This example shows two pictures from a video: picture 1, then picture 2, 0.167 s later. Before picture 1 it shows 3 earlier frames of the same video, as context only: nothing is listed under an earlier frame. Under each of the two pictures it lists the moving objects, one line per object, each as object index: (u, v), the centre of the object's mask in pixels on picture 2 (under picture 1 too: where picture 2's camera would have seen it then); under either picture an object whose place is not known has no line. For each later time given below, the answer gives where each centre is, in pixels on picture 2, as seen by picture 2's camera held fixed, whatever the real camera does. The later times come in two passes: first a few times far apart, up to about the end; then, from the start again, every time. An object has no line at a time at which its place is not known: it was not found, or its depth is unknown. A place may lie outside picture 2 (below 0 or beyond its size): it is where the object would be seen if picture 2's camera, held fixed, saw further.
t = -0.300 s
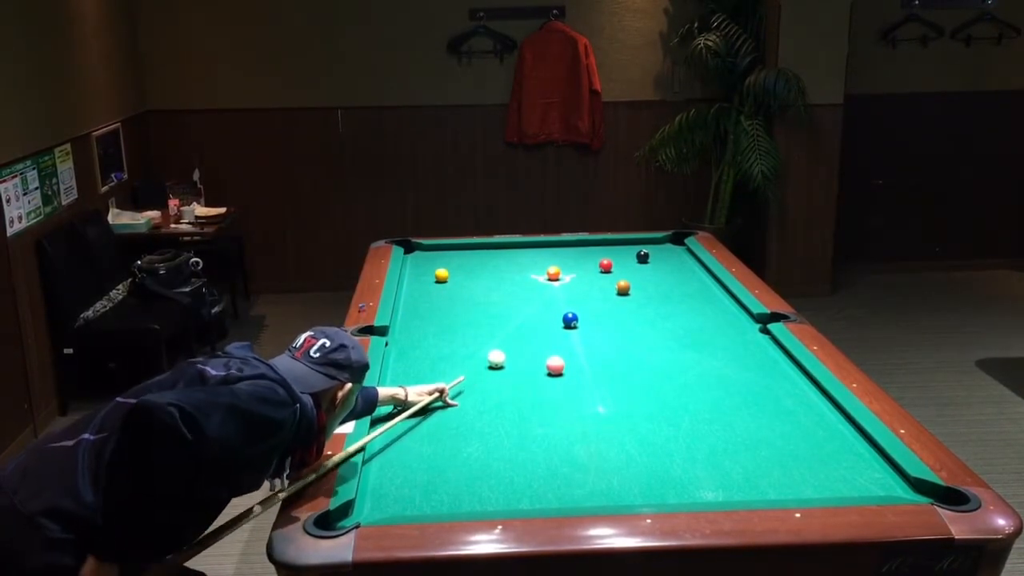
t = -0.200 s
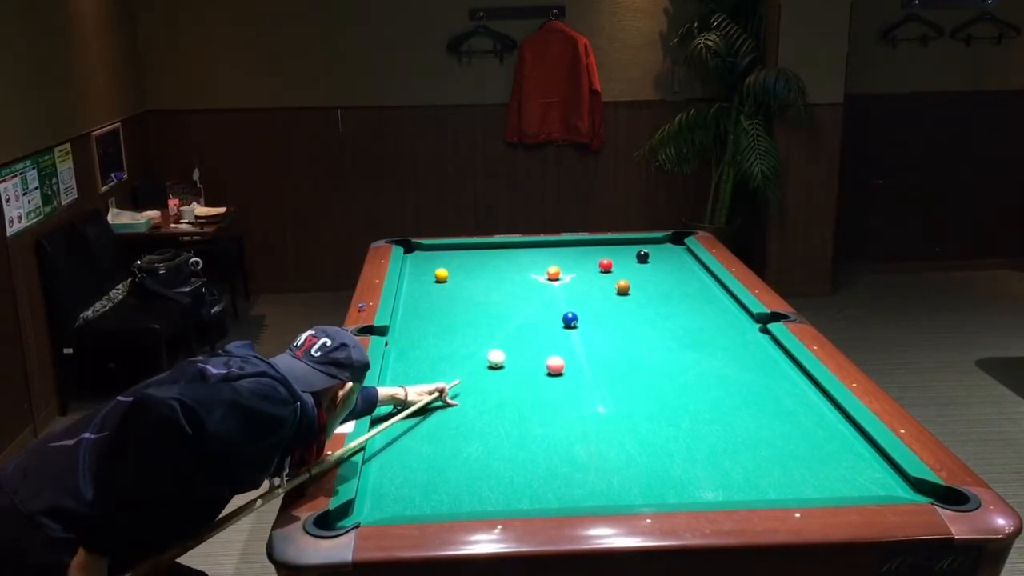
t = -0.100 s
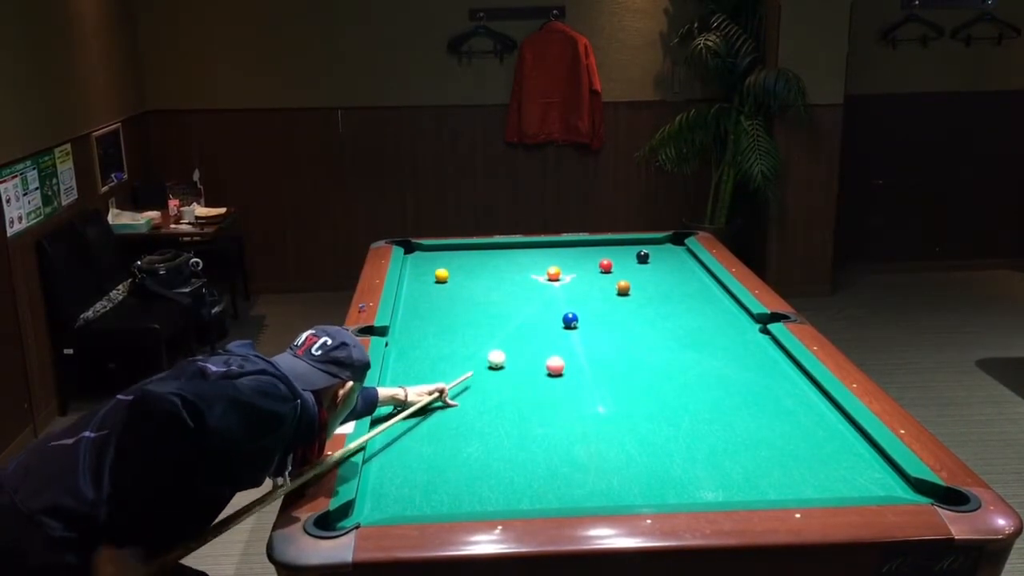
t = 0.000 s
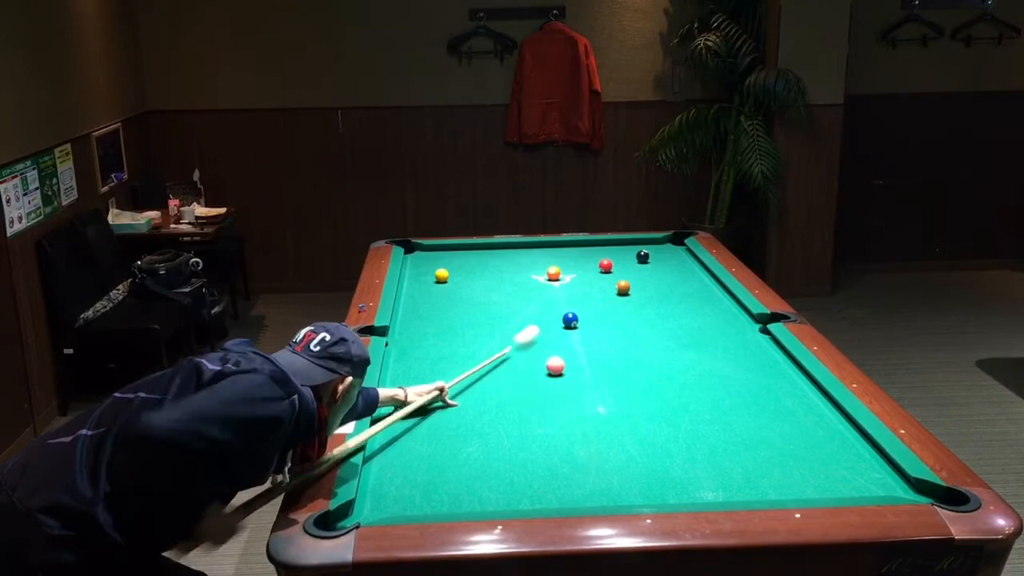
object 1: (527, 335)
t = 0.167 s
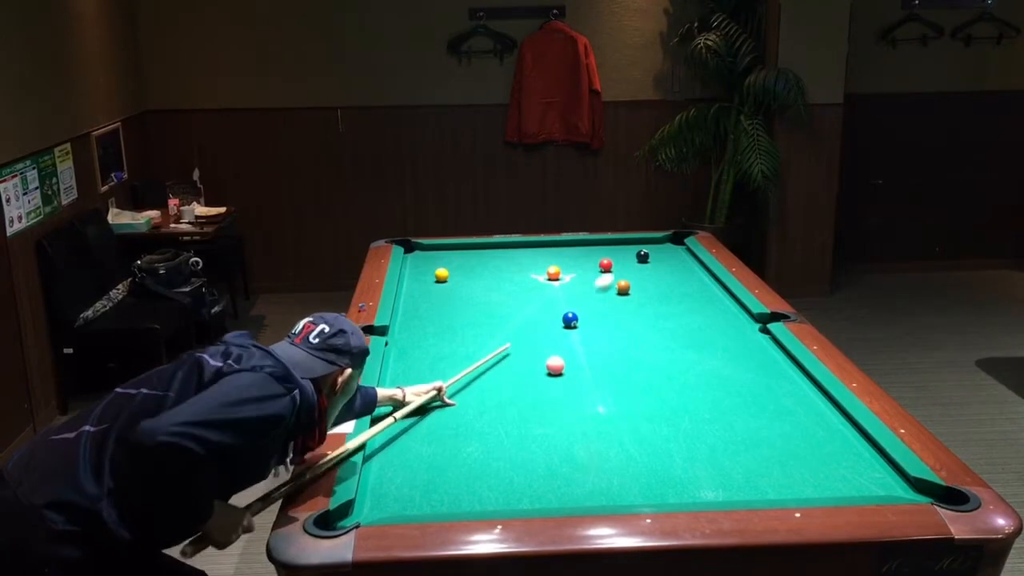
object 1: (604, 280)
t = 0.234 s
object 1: (627, 264)
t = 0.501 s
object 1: (635, 253)
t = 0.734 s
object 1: (640, 244)
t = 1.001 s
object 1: (649, 244)
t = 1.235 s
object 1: (656, 247)
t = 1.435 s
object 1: (663, 251)
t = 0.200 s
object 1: (616, 273)
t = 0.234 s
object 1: (627, 264)
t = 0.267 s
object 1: (636, 259)
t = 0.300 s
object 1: (636, 259)
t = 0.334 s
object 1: (636, 258)
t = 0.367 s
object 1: (635, 257)
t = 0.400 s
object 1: (634, 256)
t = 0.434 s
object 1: (634, 256)
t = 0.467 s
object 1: (634, 254)
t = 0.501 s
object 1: (635, 253)
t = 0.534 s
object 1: (635, 252)
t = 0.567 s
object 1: (636, 251)
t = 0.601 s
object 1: (637, 250)
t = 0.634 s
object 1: (638, 248)
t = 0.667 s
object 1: (639, 247)
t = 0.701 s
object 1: (640, 246)
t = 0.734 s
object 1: (640, 244)
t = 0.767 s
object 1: (641, 243)
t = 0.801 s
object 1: (642, 241)
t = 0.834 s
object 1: (642, 240)
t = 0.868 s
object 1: (643, 241)
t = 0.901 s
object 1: (645, 242)
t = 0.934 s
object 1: (646, 242)
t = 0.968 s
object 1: (647, 243)
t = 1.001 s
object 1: (649, 244)
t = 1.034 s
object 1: (650, 244)
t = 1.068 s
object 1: (651, 245)
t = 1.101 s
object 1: (652, 245)
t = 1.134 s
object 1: (653, 246)
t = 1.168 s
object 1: (654, 246)
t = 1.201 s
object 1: (655, 246)
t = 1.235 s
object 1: (656, 247)
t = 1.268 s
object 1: (658, 248)
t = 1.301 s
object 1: (659, 249)
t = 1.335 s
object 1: (660, 250)
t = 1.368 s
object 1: (661, 250)
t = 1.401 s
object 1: (662, 251)
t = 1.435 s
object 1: (663, 251)
